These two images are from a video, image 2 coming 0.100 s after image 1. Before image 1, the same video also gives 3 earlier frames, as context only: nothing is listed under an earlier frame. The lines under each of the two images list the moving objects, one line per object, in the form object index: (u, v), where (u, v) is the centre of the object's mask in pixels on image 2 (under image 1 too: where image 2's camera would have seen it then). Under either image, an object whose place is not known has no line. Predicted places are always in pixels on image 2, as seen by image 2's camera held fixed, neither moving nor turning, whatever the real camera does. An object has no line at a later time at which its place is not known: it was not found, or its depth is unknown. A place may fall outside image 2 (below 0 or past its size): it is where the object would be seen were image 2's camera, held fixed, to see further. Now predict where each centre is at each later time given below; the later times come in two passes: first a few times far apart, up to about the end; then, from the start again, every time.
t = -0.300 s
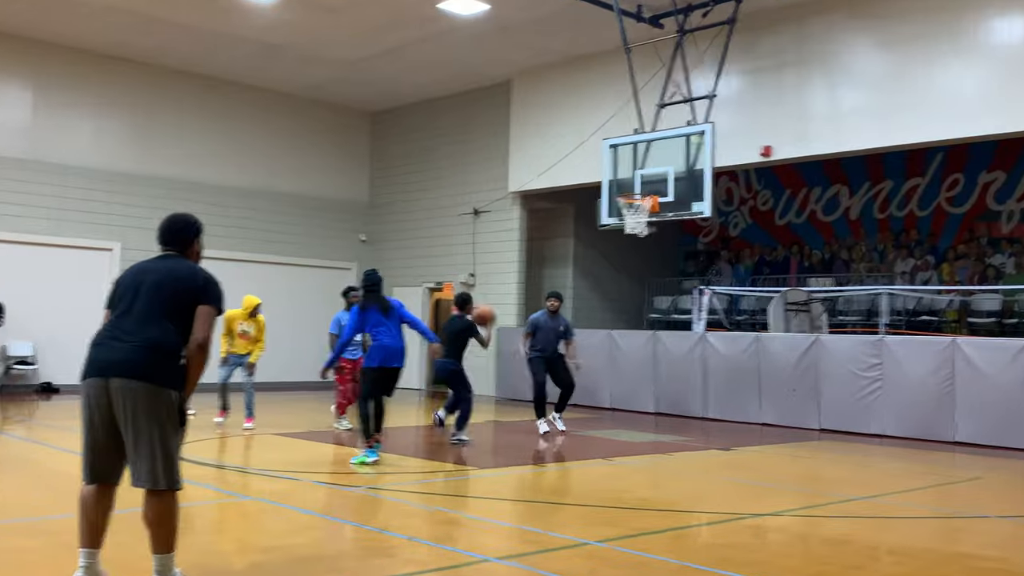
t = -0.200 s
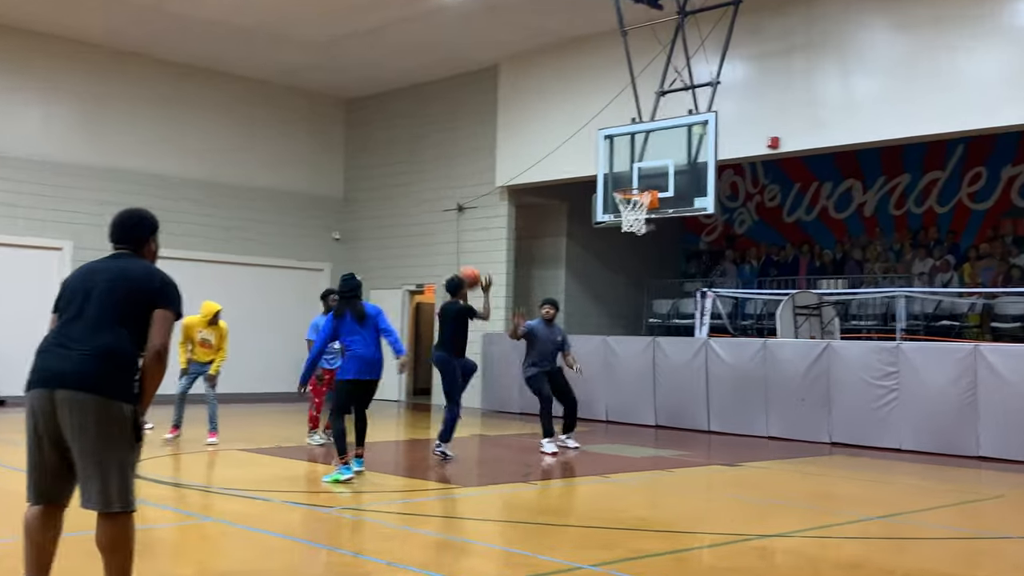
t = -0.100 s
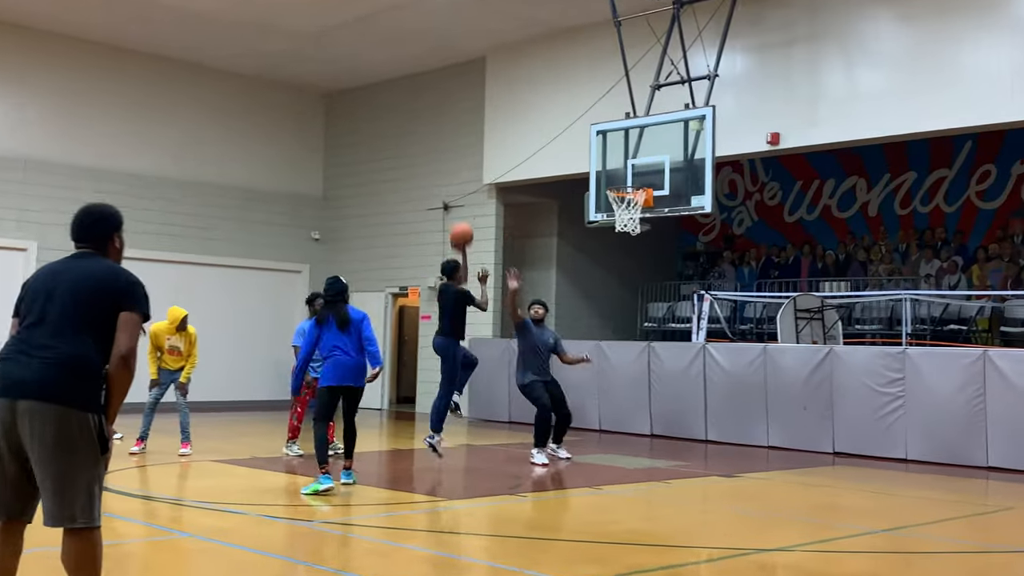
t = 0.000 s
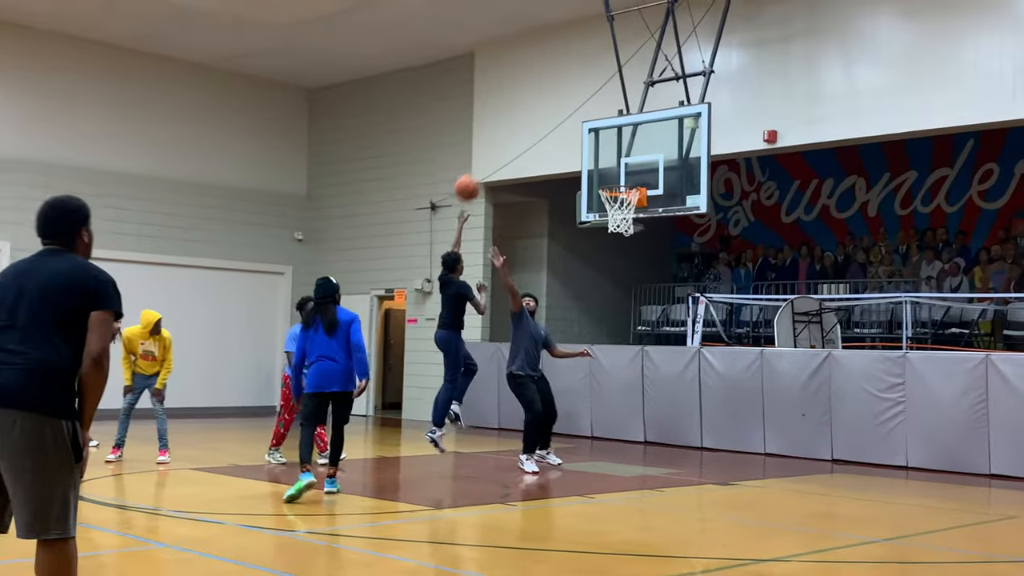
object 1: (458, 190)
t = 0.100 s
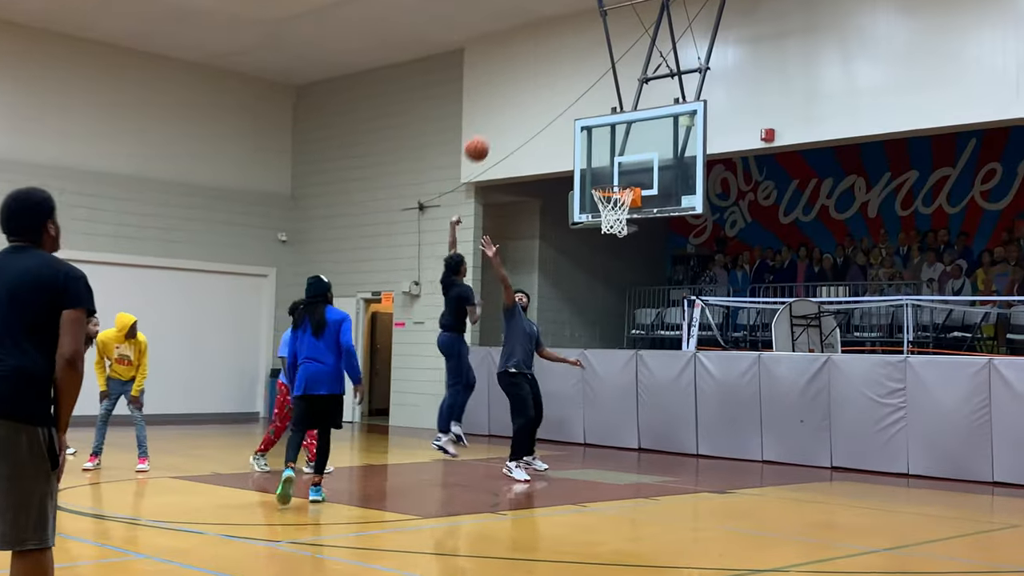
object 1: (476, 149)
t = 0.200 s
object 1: (494, 119)
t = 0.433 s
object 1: (533, 89)
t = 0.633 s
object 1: (565, 107)
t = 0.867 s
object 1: (598, 173)
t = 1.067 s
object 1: (608, 170)
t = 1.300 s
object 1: (613, 193)
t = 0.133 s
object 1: (482, 138)
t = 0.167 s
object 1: (488, 128)
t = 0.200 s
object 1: (494, 119)
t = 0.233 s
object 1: (499, 111)
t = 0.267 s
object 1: (506, 104)
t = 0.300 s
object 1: (511, 99)
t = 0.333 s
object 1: (517, 95)
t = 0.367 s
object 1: (523, 91)
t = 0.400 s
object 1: (528, 89)
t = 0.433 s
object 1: (533, 89)
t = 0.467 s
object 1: (539, 90)
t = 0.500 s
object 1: (545, 91)
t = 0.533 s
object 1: (549, 93)
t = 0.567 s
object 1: (555, 97)
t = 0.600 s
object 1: (560, 102)
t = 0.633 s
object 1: (565, 107)
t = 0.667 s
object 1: (570, 114)
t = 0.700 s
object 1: (575, 122)
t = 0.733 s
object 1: (580, 131)
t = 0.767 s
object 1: (585, 141)
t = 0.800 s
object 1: (590, 151)
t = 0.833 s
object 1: (594, 163)
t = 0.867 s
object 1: (598, 173)
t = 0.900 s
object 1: (600, 171)
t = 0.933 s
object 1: (602, 168)
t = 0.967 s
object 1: (603, 168)
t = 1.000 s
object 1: (605, 168)
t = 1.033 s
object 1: (606, 169)
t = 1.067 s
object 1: (608, 170)
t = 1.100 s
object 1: (609, 173)
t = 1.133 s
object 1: (611, 176)
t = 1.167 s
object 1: (613, 179)
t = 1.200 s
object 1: (613, 184)
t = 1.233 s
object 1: (613, 189)
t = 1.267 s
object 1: (613, 192)
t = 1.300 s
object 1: (613, 193)
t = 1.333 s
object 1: (614, 199)
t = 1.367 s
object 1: (616, 205)
